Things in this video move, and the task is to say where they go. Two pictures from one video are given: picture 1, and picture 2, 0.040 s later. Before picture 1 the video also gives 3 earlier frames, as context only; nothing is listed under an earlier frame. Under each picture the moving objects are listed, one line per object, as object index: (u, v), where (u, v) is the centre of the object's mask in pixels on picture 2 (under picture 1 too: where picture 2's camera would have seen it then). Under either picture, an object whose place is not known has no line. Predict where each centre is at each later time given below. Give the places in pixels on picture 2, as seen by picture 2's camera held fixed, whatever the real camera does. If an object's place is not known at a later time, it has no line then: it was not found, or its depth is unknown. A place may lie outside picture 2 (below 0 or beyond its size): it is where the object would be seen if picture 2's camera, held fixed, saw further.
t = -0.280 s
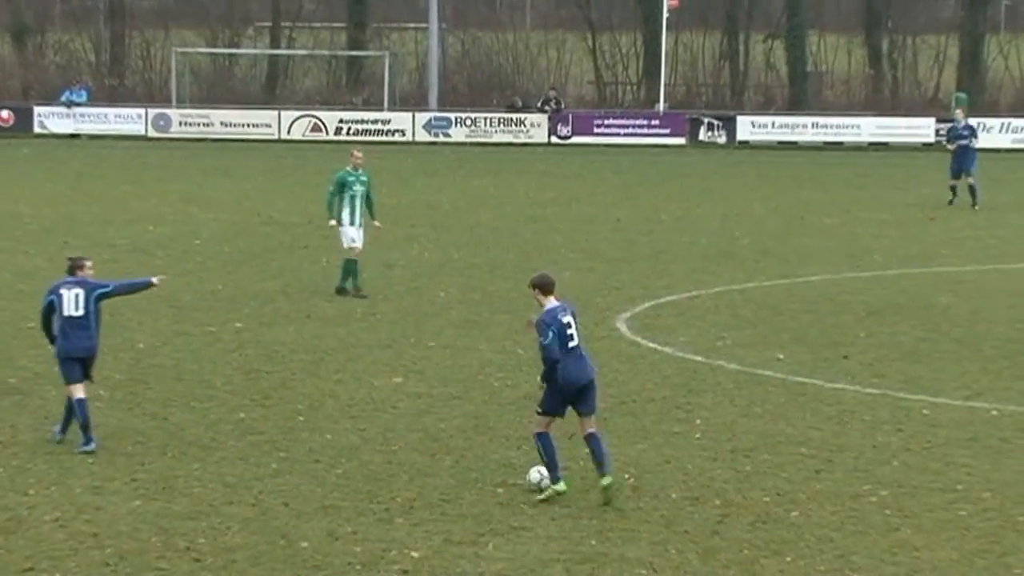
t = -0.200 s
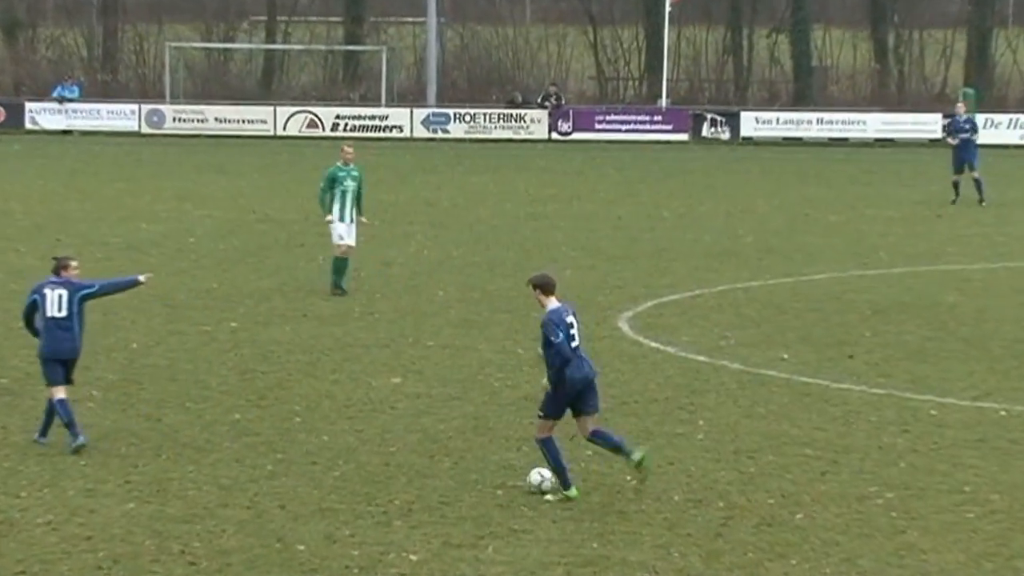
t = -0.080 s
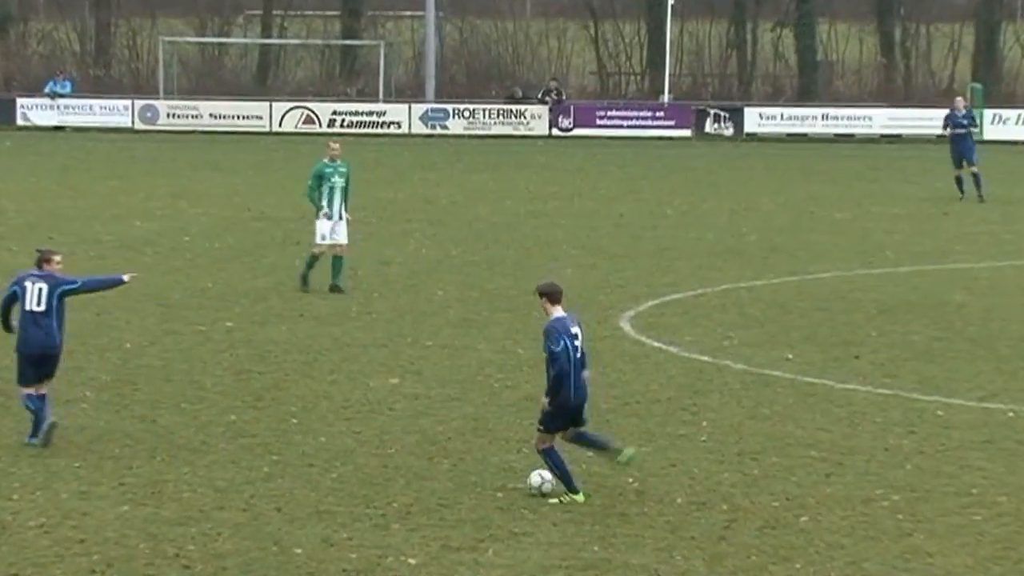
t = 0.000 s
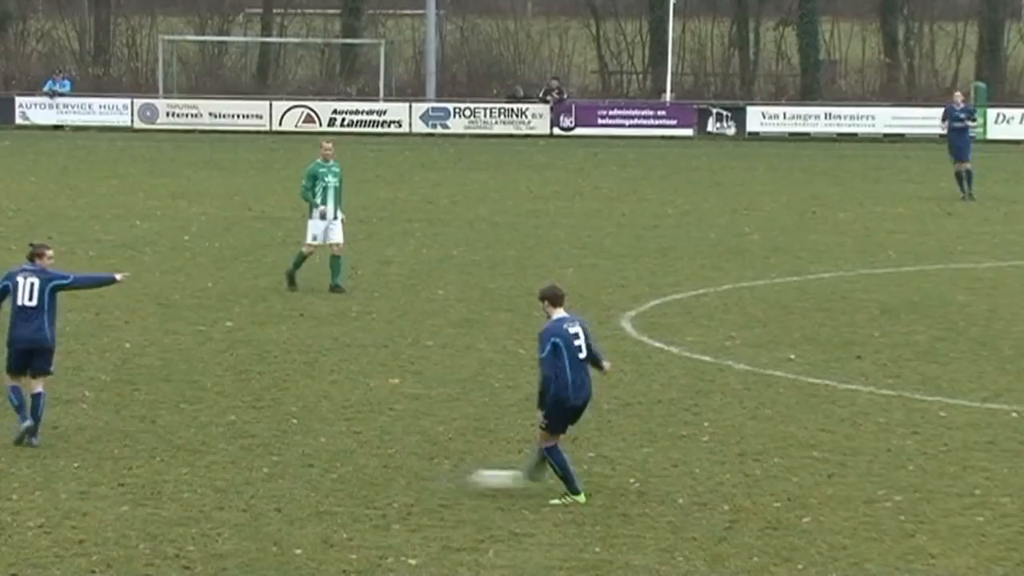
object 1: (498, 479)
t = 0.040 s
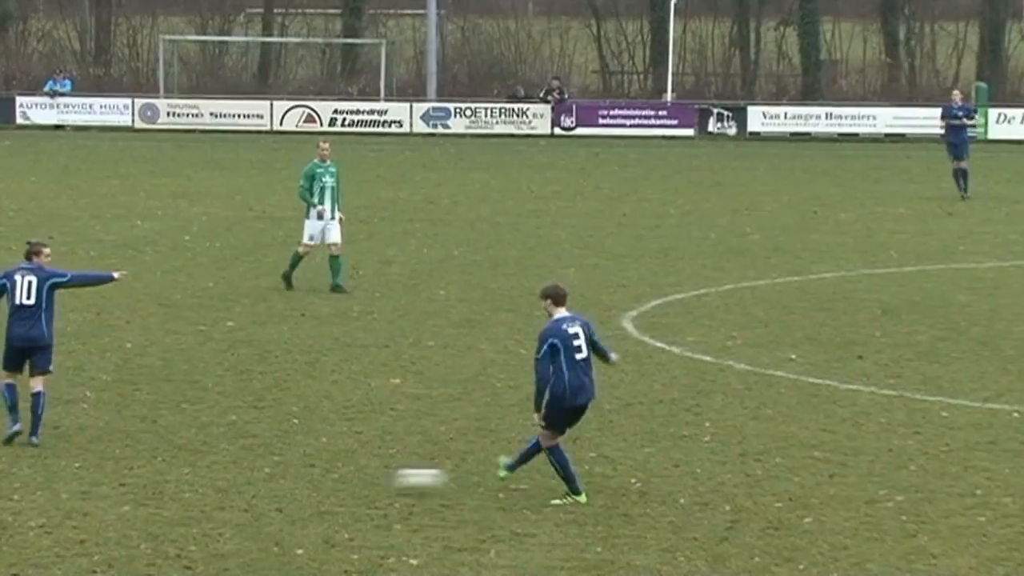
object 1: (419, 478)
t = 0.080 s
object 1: (343, 479)
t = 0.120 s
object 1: (269, 480)
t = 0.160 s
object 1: (195, 479)
